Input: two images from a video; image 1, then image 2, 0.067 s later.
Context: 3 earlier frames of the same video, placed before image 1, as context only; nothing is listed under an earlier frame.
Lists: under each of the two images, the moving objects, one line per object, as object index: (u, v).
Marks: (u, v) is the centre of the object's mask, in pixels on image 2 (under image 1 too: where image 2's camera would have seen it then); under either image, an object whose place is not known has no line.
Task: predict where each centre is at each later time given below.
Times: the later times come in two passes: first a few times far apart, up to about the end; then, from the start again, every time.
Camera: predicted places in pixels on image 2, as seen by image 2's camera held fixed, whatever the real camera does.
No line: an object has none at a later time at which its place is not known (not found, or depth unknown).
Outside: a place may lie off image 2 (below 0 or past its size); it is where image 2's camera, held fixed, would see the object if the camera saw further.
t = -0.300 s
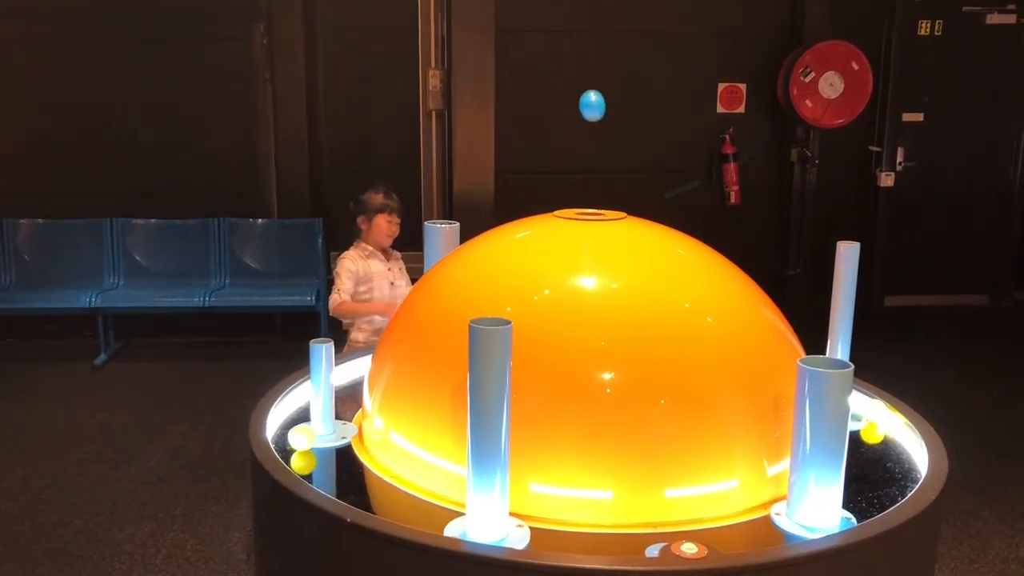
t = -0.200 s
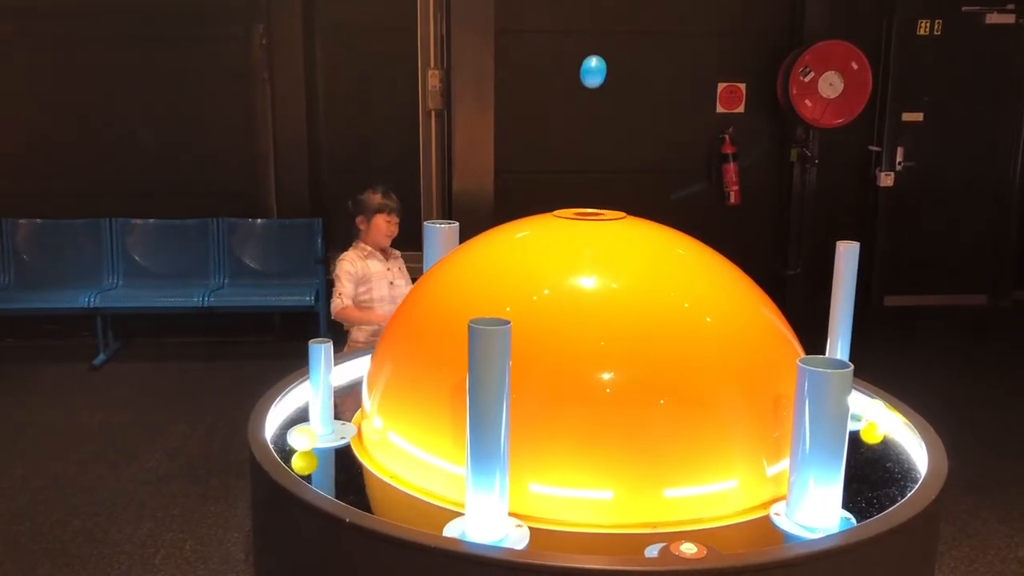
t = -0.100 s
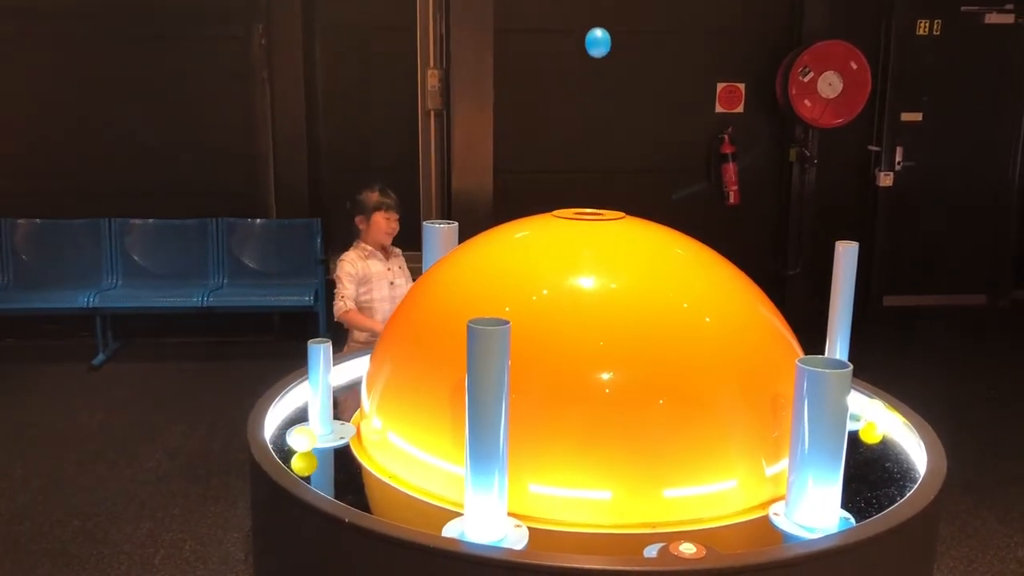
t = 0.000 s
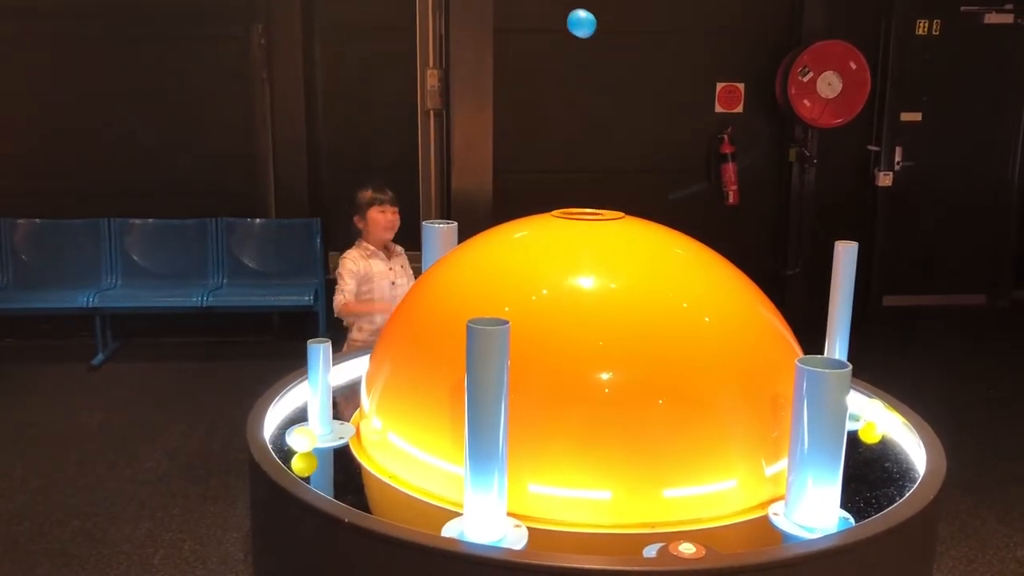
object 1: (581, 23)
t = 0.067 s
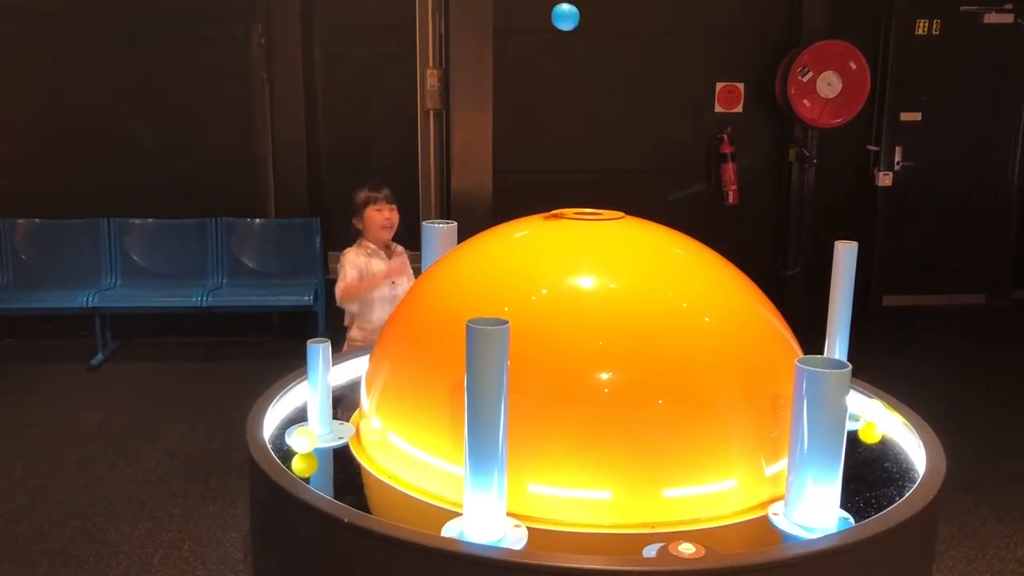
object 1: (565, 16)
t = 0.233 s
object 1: (557, 28)
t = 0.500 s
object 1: (578, 187)
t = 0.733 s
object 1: (550, 219)
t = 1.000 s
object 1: (546, 432)
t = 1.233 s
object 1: (577, 510)
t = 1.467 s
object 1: (617, 509)
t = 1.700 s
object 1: (654, 531)
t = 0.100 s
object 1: (560, 15)
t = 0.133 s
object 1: (557, 16)
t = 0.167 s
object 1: (555, 18)
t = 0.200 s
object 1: (556, 22)
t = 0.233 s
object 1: (557, 28)
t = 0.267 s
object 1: (560, 36)
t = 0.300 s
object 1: (565, 48)
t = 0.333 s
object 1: (569, 63)
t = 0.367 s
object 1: (572, 81)
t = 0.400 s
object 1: (575, 103)
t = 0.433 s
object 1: (576, 128)
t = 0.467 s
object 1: (578, 157)
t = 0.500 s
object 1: (578, 187)
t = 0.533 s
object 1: (576, 203)
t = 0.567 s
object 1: (573, 196)
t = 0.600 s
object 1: (570, 192)
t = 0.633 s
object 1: (566, 193)
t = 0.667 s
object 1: (561, 197)
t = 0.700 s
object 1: (556, 205)
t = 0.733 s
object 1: (550, 219)
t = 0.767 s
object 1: (544, 241)
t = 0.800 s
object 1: (536, 266)
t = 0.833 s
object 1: (528, 299)
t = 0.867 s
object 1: (522, 335)
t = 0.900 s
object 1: (519, 371)
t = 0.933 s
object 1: (530, 393)
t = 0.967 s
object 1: (542, 416)
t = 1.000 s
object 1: (546, 432)
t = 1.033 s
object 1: (549, 450)
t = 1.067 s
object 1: (552, 472)
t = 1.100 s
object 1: (555, 507)
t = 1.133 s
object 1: (558, 537)
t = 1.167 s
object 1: (565, 542)
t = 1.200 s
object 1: (570, 528)
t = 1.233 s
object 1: (577, 510)
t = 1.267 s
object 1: (584, 498)
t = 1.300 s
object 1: (590, 492)
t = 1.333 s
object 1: (595, 492)
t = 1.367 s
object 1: (601, 496)
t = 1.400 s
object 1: (606, 506)
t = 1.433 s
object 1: (610, 516)
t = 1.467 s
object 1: (617, 509)
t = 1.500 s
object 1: (624, 505)
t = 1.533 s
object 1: (630, 506)
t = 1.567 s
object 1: (638, 512)
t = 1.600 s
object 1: (645, 524)
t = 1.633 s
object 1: (650, 538)
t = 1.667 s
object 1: (654, 539)
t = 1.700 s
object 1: (654, 531)
